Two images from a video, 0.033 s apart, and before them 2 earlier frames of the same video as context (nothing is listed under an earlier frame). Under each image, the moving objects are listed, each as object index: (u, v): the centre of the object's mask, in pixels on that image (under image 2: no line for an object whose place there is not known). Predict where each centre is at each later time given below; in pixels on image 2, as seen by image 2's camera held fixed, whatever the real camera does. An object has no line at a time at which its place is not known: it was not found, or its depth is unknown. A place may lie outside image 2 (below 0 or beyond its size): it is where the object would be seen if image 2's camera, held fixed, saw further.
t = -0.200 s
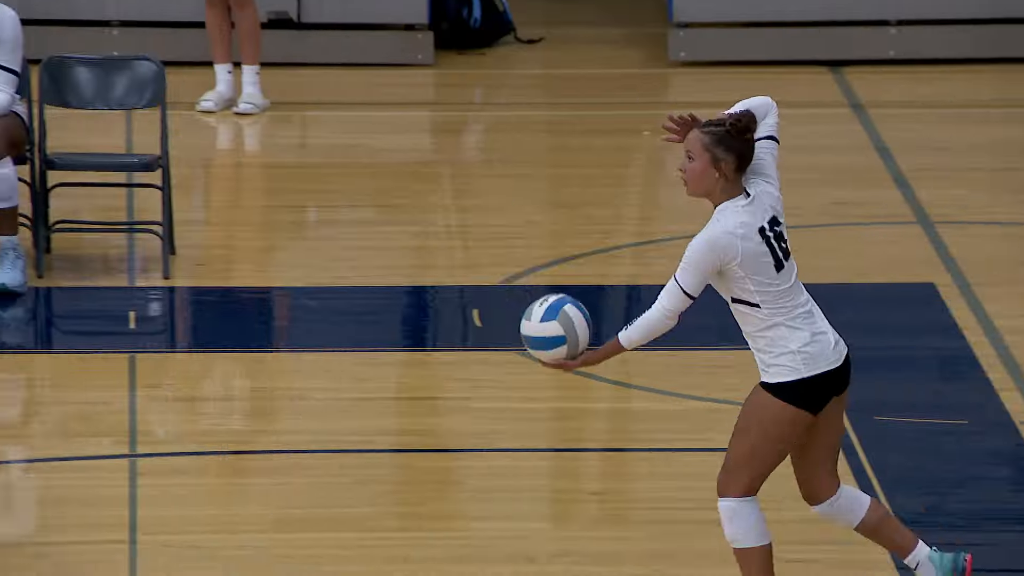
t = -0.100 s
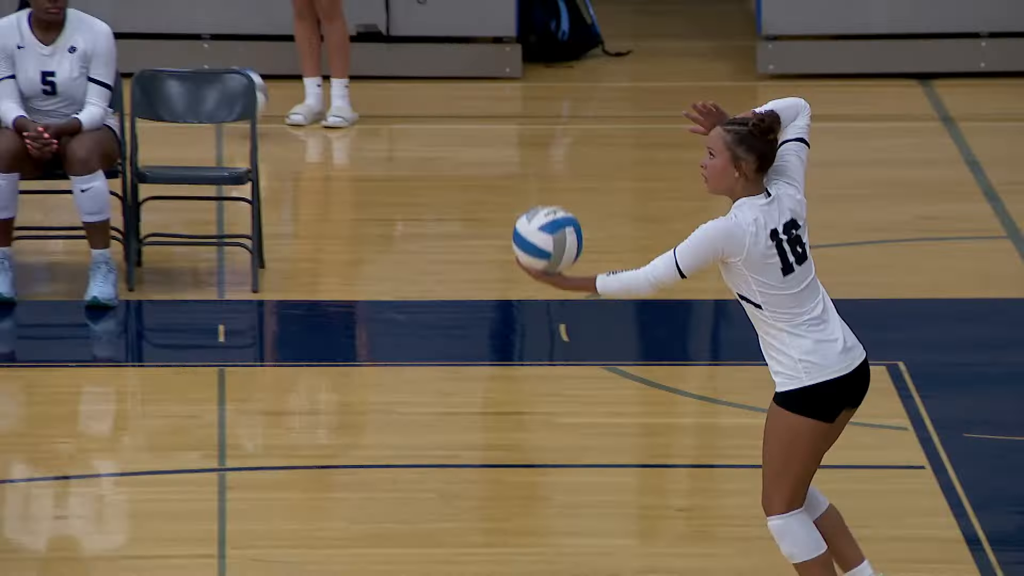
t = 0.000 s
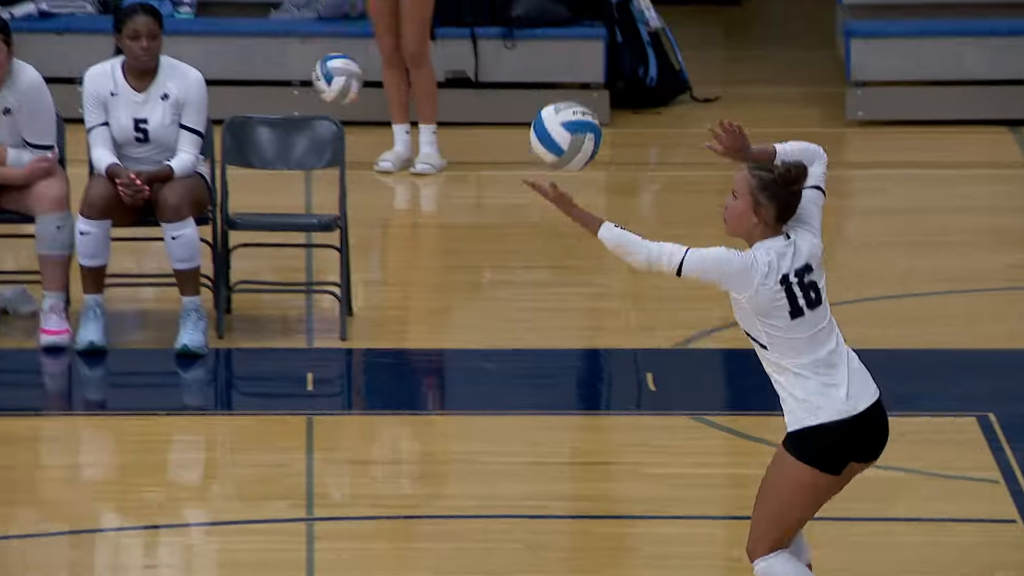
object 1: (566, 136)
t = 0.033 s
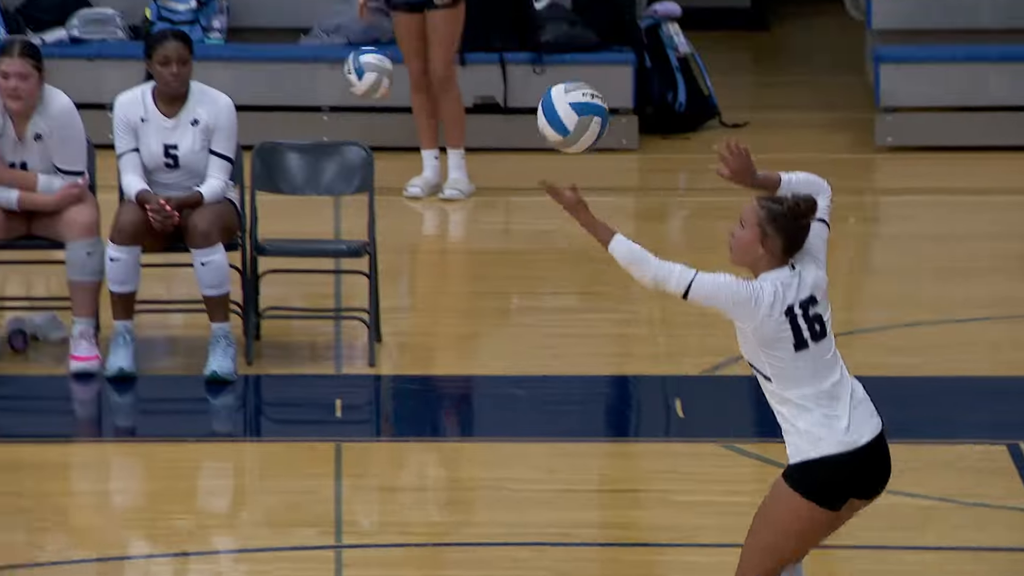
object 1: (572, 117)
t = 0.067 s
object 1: (549, 74)
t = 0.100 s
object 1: (527, 36)
